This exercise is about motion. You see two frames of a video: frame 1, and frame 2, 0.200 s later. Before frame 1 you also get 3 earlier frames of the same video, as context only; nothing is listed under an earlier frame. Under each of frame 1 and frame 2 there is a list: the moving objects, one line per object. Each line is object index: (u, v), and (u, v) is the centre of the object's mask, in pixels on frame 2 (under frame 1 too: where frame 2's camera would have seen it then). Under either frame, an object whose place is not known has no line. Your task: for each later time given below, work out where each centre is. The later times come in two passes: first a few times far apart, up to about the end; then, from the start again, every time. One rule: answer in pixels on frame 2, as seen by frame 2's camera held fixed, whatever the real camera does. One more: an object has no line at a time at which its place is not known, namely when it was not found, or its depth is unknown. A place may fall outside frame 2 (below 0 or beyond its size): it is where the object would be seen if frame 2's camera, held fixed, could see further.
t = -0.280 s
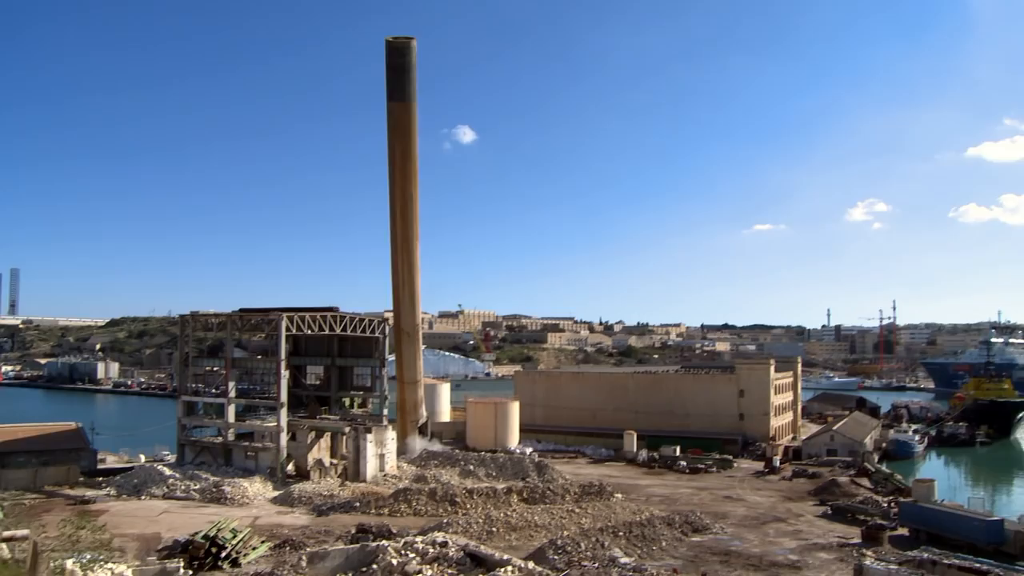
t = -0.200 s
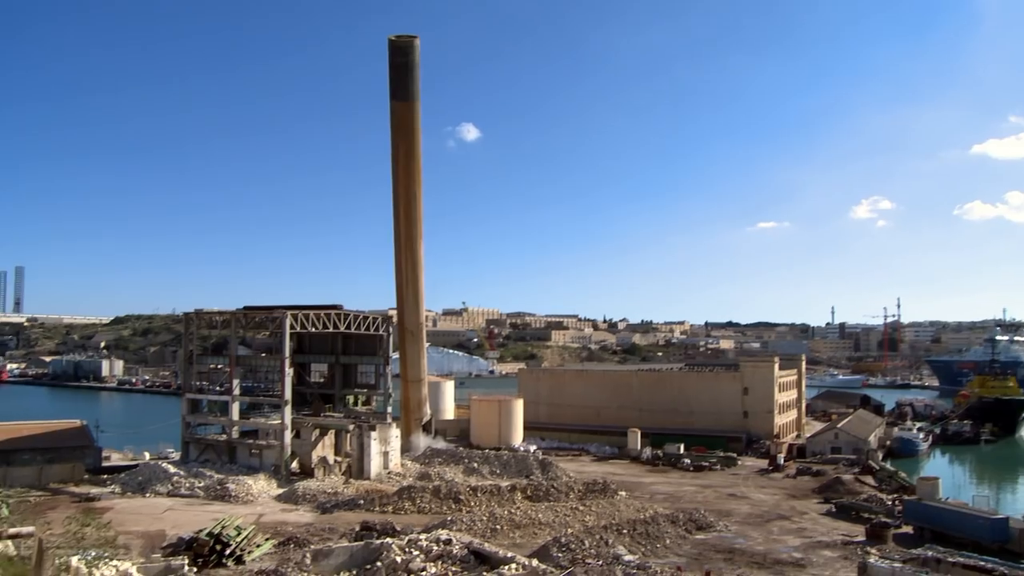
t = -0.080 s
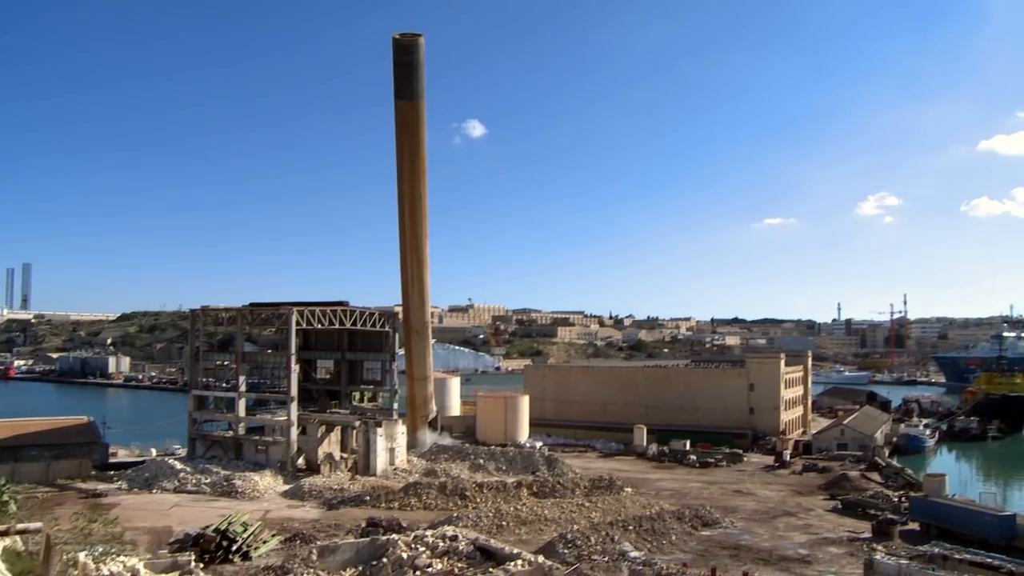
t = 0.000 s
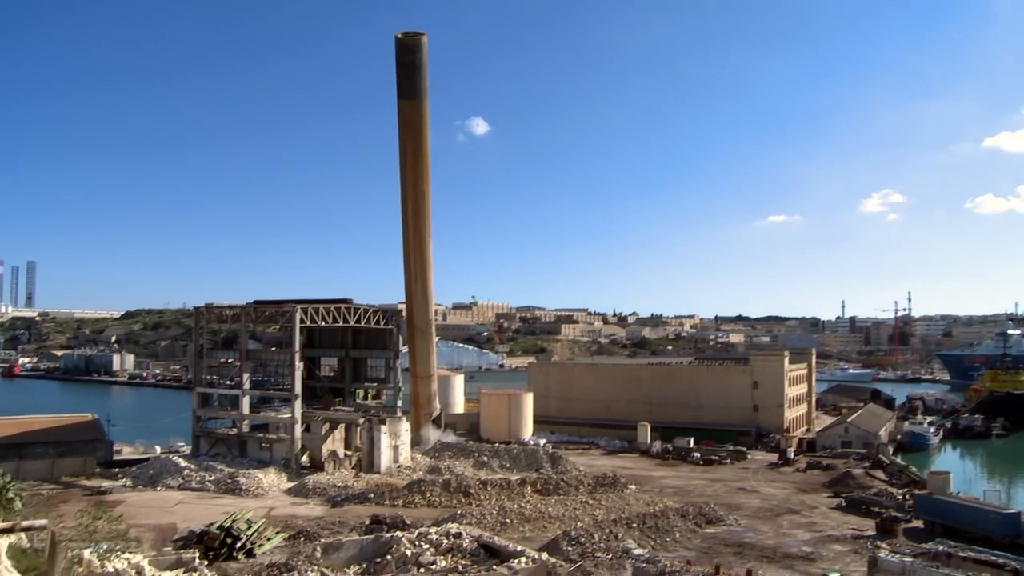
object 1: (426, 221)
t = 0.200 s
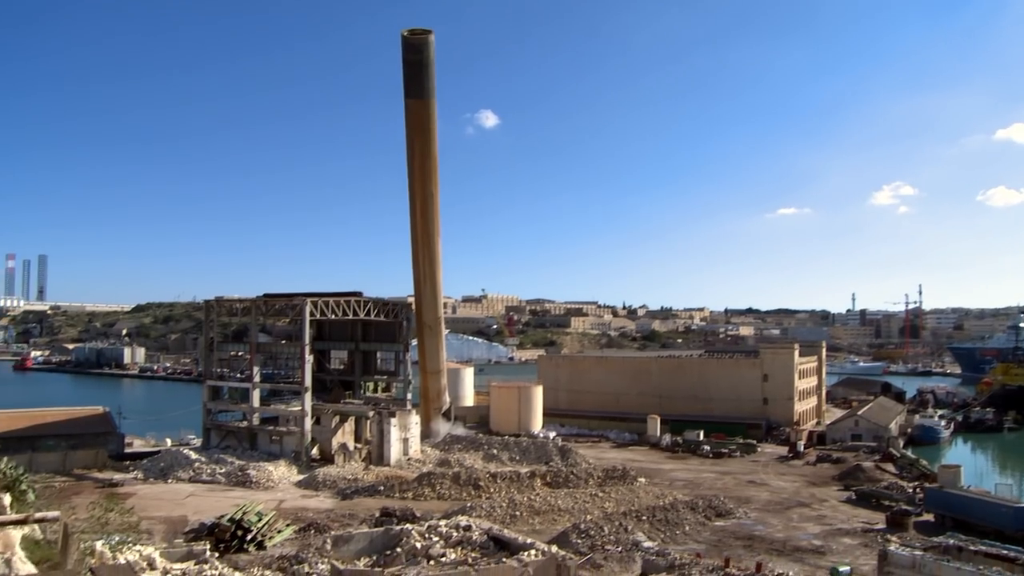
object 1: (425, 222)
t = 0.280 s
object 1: (425, 223)
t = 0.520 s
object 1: (424, 226)
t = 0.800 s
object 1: (422, 232)
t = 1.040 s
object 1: (420, 241)
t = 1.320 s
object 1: (417, 256)
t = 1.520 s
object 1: (414, 273)
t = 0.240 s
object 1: (425, 223)
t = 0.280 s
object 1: (425, 223)
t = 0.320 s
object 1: (425, 222)
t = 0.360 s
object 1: (425, 224)
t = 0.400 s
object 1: (424, 224)
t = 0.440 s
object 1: (424, 225)
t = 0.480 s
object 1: (424, 226)
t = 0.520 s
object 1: (424, 226)
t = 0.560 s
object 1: (424, 227)
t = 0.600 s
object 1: (423, 227)
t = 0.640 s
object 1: (423, 228)
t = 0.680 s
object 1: (423, 229)
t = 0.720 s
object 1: (423, 230)
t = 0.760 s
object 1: (422, 231)
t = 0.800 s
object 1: (422, 232)
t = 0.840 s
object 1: (422, 234)
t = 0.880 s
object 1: (422, 235)
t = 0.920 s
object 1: (421, 236)
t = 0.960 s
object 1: (421, 238)
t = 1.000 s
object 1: (421, 239)
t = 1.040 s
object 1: (420, 241)
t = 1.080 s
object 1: (420, 244)
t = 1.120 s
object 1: (419, 245)
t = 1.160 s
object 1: (419, 247)
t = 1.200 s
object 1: (418, 248)
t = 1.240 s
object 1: (417, 251)
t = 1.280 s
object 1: (417, 254)
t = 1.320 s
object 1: (417, 256)
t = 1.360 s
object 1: (416, 260)
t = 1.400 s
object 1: (416, 262)
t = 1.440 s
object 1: (415, 265)
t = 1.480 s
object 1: (415, 269)
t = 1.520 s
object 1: (414, 273)
